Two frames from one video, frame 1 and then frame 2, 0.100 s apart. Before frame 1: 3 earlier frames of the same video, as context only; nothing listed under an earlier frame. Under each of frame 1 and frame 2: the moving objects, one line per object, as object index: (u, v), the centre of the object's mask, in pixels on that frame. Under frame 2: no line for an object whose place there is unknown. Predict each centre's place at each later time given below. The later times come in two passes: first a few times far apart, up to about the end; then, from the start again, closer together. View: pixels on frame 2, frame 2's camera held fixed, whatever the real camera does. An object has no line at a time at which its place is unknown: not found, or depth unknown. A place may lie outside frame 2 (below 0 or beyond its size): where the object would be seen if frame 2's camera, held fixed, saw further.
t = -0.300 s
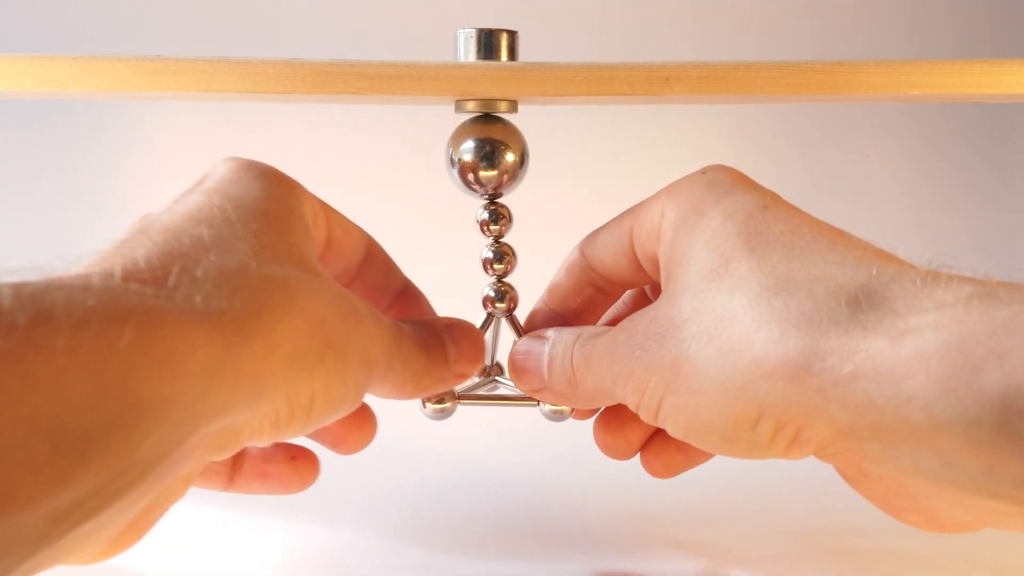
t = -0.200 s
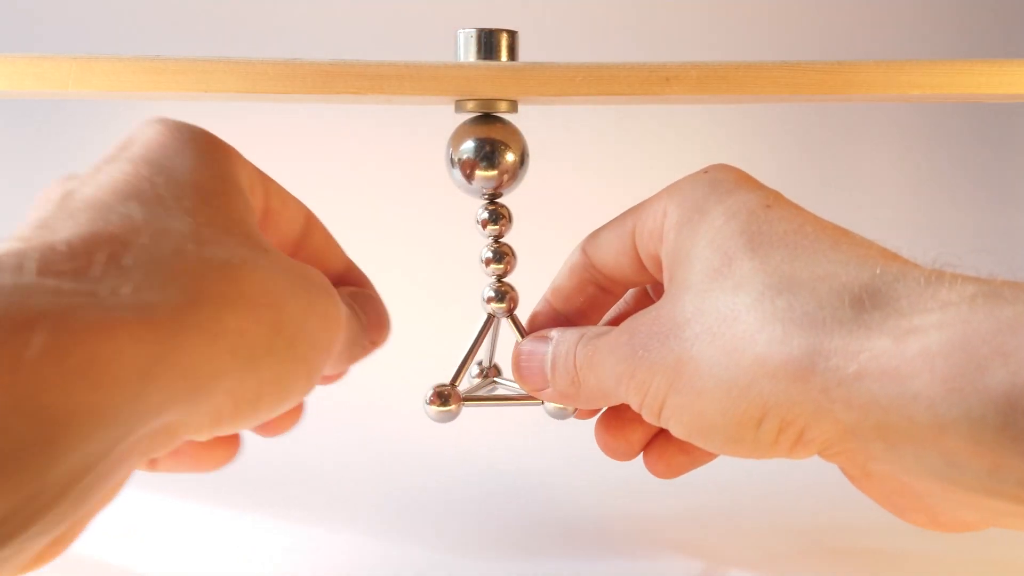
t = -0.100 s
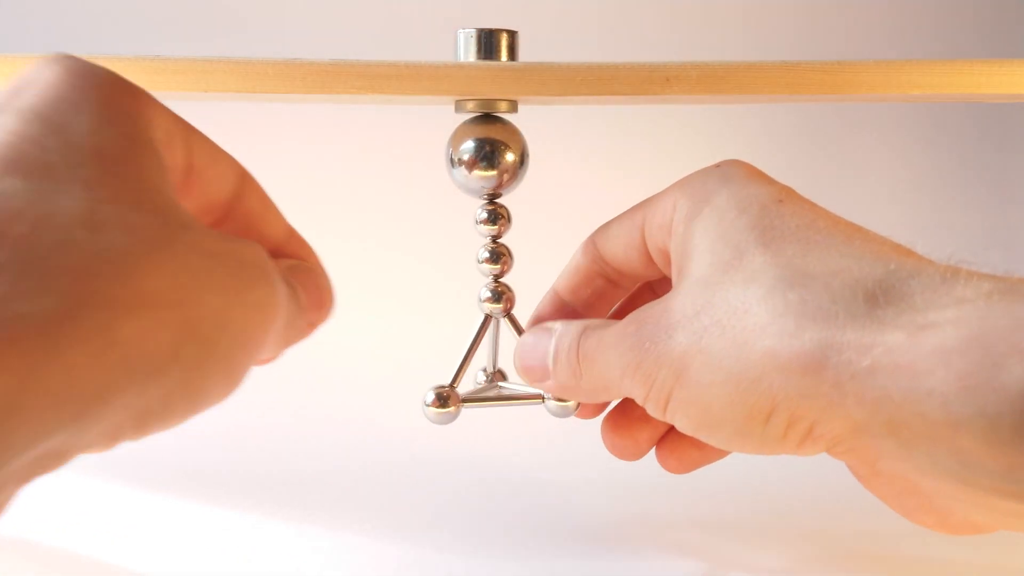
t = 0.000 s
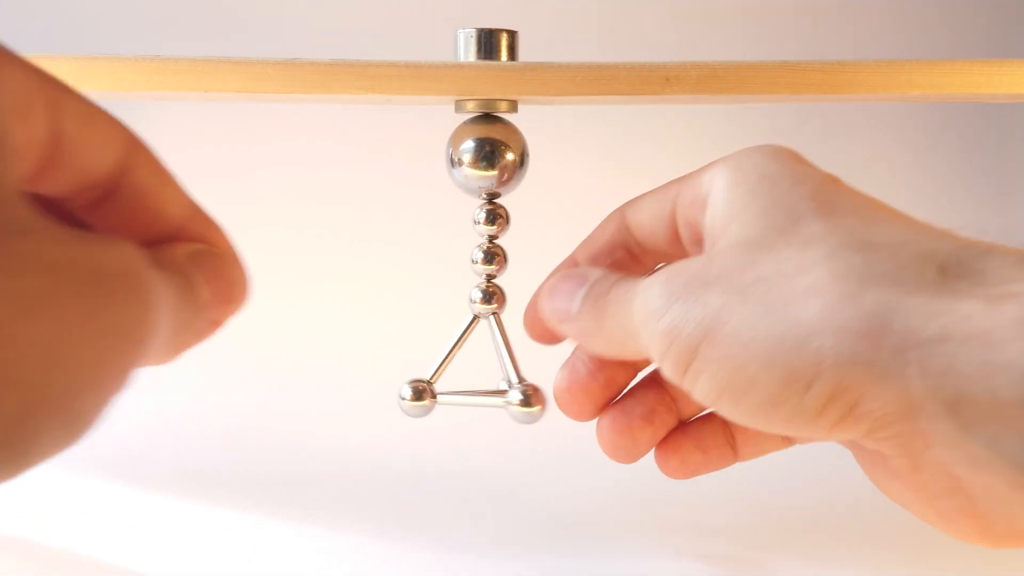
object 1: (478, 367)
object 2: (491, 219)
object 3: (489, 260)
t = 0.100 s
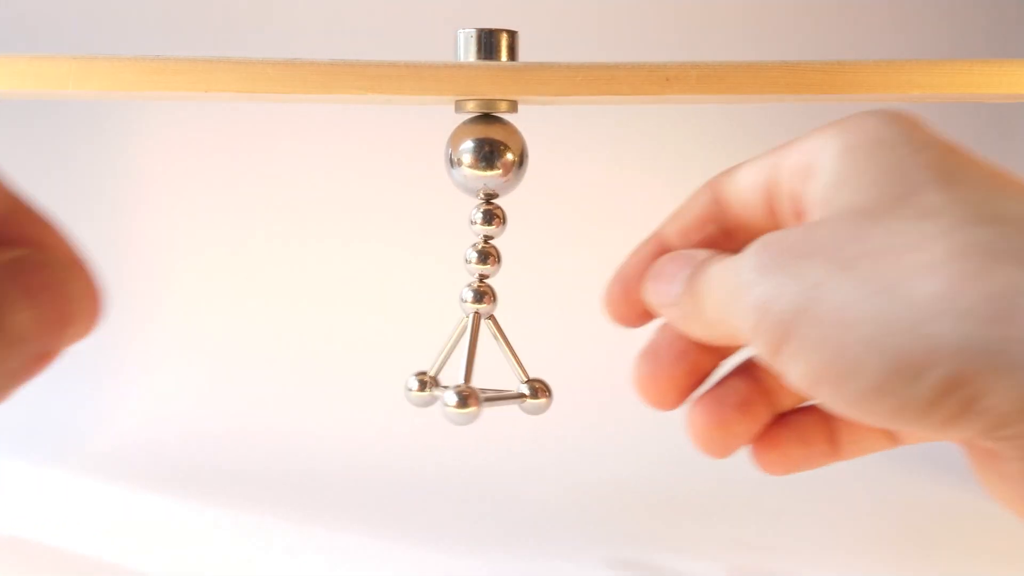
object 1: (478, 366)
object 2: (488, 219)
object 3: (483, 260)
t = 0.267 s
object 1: (493, 367)
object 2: (493, 220)
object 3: (494, 259)
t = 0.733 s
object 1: (498, 365)
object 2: (490, 218)
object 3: (493, 259)
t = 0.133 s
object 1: (475, 366)
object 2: (482, 219)
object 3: (478, 259)
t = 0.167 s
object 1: (493, 366)
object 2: (496, 217)
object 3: (494, 258)
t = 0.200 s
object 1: (491, 366)
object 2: (493, 218)
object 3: (491, 258)
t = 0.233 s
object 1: (492, 367)
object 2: (493, 219)
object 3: (492, 258)
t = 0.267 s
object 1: (493, 367)
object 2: (493, 220)
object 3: (494, 259)
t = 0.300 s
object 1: (494, 365)
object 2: (491, 219)
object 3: (492, 259)
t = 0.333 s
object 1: (502, 364)
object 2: (494, 218)
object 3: (497, 258)
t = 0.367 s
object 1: (498, 364)
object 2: (486, 219)
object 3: (489, 259)
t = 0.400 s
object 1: (500, 364)
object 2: (484, 219)
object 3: (489, 259)
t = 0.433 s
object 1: (503, 364)
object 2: (486, 218)
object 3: (490, 258)
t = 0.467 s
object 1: (505, 366)
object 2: (492, 217)
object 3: (495, 258)
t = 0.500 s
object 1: (496, 368)
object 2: (492, 218)
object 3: (494, 259)
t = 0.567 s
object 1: (475, 366)
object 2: (489, 217)
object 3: (488, 259)
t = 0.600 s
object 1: (476, 367)
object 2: (494, 218)
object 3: (493, 260)
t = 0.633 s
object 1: (479, 366)
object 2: (492, 218)
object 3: (490, 260)
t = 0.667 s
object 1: (483, 366)
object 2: (489, 219)
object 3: (488, 259)
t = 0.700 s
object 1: (490, 364)
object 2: (489, 218)
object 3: (490, 259)
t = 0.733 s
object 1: (498, 365)
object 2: (490, 218)
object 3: (493, 259)
